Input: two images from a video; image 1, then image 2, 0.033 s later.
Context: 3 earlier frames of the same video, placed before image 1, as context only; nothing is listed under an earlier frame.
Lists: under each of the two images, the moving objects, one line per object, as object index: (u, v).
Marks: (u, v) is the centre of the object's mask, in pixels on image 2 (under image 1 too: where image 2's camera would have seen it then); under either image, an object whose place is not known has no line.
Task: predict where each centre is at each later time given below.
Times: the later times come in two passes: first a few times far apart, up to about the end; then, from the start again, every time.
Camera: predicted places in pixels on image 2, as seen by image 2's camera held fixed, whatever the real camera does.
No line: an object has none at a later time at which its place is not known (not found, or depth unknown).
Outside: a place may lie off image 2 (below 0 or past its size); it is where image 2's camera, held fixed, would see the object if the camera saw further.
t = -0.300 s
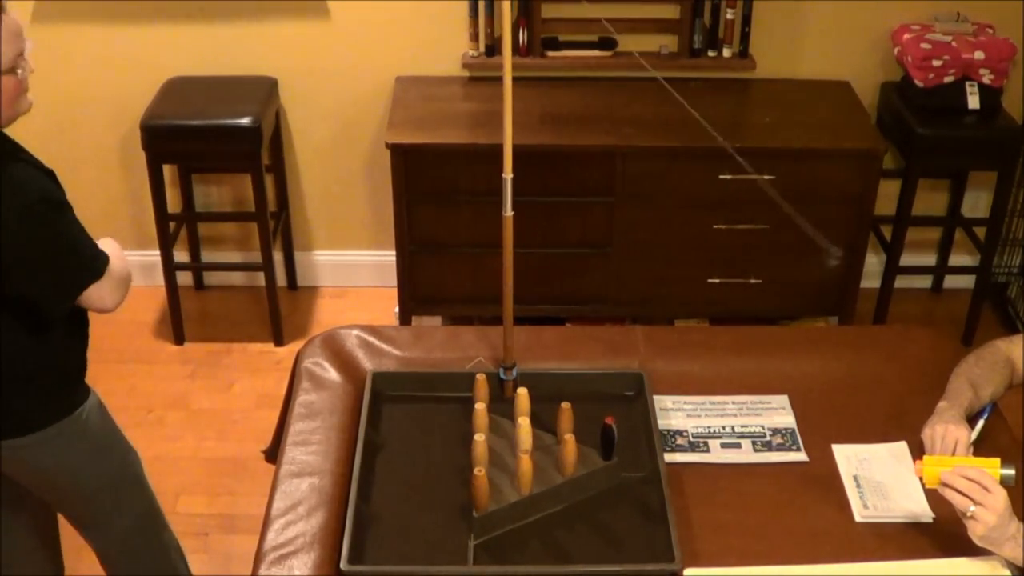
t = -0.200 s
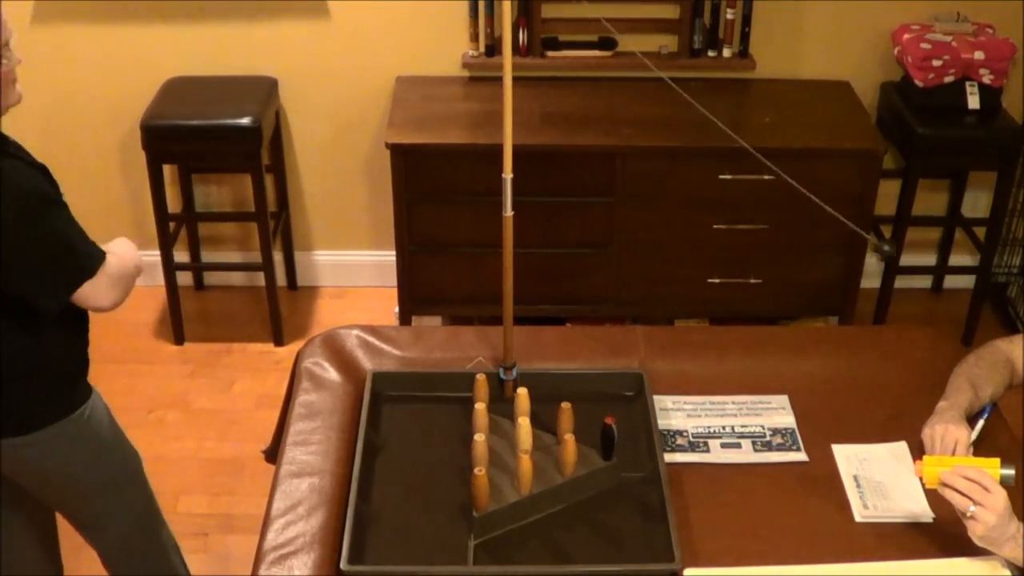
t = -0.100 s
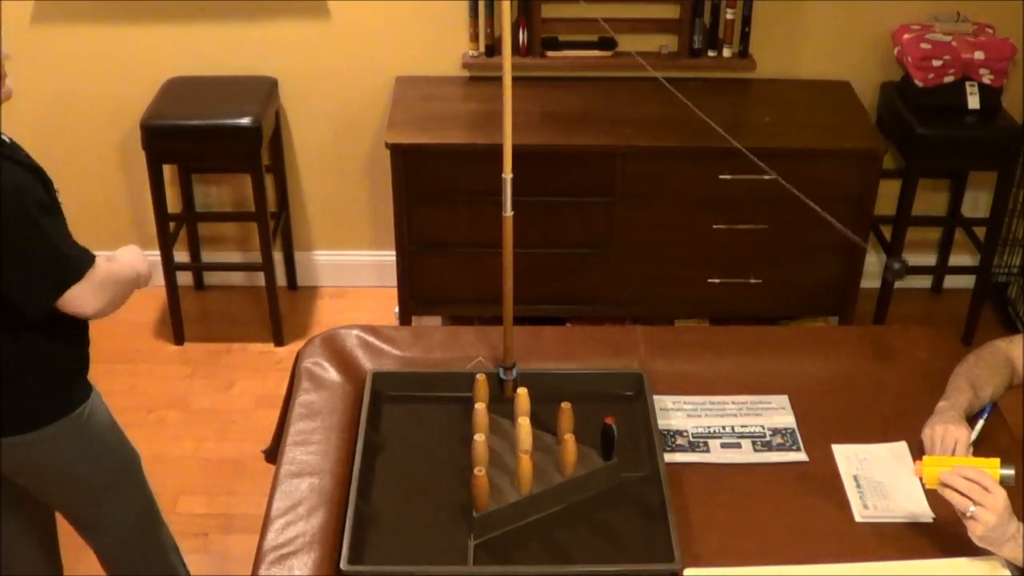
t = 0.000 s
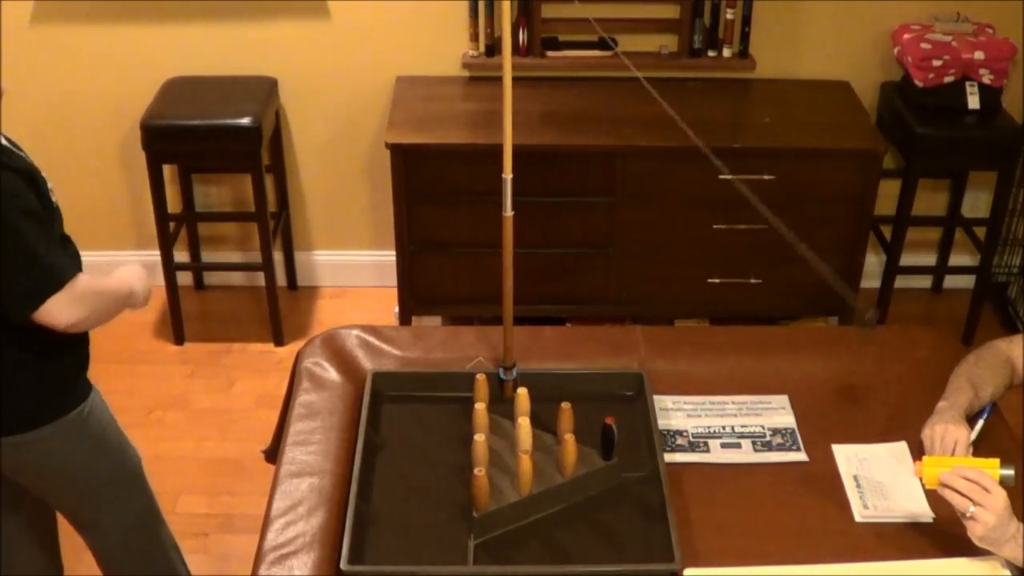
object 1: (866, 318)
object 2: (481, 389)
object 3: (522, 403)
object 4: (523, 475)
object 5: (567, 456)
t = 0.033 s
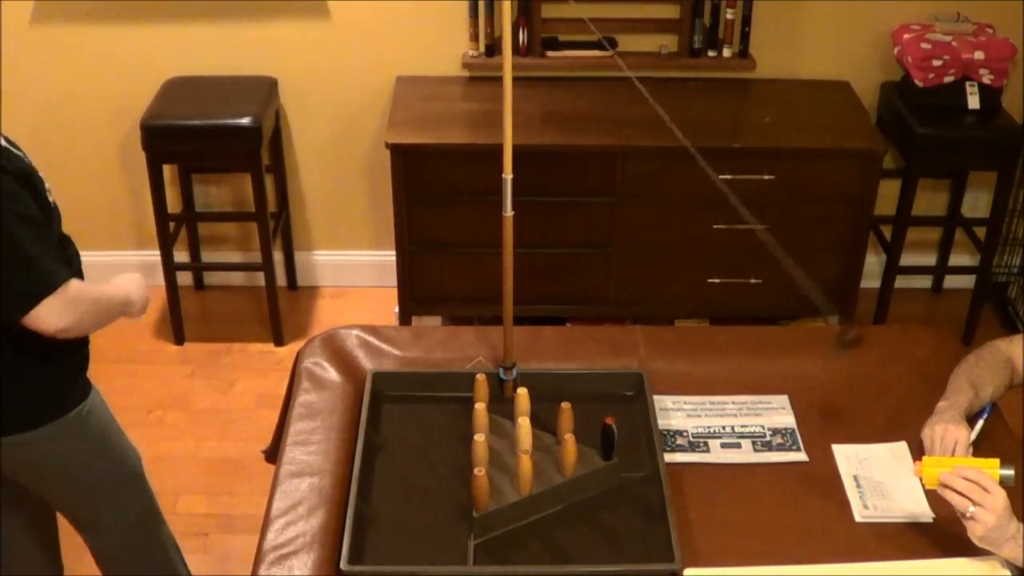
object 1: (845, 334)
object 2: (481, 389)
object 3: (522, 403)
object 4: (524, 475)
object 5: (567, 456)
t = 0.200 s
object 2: (481, 389)
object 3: (522, 403)
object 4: (524, 475)
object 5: (567, 455)
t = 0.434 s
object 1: (500, 419)
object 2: (481, 392)
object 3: (507, 392)
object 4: (520, 495)
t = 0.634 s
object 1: (496, 406)
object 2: (472, 389)
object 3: (462, 360)
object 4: (521, 541)
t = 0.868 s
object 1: (504, 386)
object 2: (450, 406)
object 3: (422, 362)
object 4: (528, 547)
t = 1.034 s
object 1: (509, 377)
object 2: (440, 408)
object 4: (532, 548)
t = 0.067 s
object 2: (481, 389)
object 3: (522, 403)
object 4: (524, 475)
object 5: (567, 456)
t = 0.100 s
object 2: (481, 389)
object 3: (522, 403)
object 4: (524, 475)
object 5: (567, 455)
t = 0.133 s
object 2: (481, 389)
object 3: (522, 403)
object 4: (524, 475)
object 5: (567, 455)
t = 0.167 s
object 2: (481, 389)
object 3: (522, 403)
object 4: (524, 475)
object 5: (567, 455)
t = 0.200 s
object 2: (481, 389)
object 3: (522, 403)
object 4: (524, 475)
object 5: (567, 455)
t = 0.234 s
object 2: (481, 389)
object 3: (522, 403)
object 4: (524, 475)
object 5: (567, 455)
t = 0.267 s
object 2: (481, 389)
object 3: (522, 403)
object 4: (524, 475)
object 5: (565, 455)
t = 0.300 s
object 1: (564, 437)
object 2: (481, 389)
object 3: (522, 403)
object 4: (523, 475)
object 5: (546, 456)
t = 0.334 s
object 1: (543, 432)
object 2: (481, 389)
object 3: (521, 403)
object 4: (522, 476)
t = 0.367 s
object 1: (520, 413)
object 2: (481, 389)
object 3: (519, 398)
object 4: (522, 479)
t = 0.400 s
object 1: (503, 422)
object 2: (481, 389)
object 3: (513, 393)
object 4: (521, 484)
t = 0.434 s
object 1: (500, 419)
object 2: (481, 392)
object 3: (507, 392)
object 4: (520, 495)
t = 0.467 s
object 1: (496, 420)
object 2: (481, 394)
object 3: (500, 390)
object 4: (520, 506)
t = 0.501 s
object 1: (493, 418)
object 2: (480, 393)
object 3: (495, 390)
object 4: (519, 519)
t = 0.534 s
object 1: (490, 413)
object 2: (480, 393)
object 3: (485, 375)
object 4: (519, 527)
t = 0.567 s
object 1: (491, 411)
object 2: (478, 392)
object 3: (474, 369)
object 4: (520, 537)
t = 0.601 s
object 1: (493, 409)
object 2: (475, 390)
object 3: (469, 363)
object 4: (520, 538)
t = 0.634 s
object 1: (496, 406)
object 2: (472, 389)
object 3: (462, 360)
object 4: (521, 541)
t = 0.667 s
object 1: (498, 403)
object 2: (468, 390)
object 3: (456, 360)
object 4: (521, 545)
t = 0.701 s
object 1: (500, 399)
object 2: (465, 395)
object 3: (451, 360)
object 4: (522, 546)
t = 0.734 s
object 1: (501, 395)
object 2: (462, 404)
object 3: (444, 360)
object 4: (524, 546)
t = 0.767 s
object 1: (503, 392)
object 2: (459, 404)
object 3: (438, 360)
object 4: (525, 546)
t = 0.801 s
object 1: (502, 389)
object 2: (457, 404)
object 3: (434, 360)
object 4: (526, 547)
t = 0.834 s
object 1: (505, 384)
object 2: (452, 406)
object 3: (430, 360)
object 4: (527, 547)
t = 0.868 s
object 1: (504, 386)
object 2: (450, 406)
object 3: (422, 362)
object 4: (528, 547)
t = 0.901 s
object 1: (508, 378)
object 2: (448, 407)
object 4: (529, 548)
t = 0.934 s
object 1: (508, 378)
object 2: (446, 407)
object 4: (530, 548)
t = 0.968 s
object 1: (508, 378)
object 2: (444, 407)
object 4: (531, 548)
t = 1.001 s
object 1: (508, 377)
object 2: (442, 408)
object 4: (531, 548)
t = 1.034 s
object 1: (509, 377)
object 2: (440, 408)
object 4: (532, 548)
